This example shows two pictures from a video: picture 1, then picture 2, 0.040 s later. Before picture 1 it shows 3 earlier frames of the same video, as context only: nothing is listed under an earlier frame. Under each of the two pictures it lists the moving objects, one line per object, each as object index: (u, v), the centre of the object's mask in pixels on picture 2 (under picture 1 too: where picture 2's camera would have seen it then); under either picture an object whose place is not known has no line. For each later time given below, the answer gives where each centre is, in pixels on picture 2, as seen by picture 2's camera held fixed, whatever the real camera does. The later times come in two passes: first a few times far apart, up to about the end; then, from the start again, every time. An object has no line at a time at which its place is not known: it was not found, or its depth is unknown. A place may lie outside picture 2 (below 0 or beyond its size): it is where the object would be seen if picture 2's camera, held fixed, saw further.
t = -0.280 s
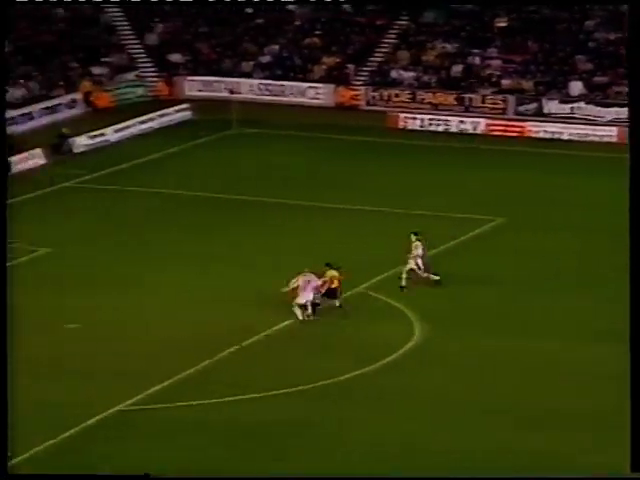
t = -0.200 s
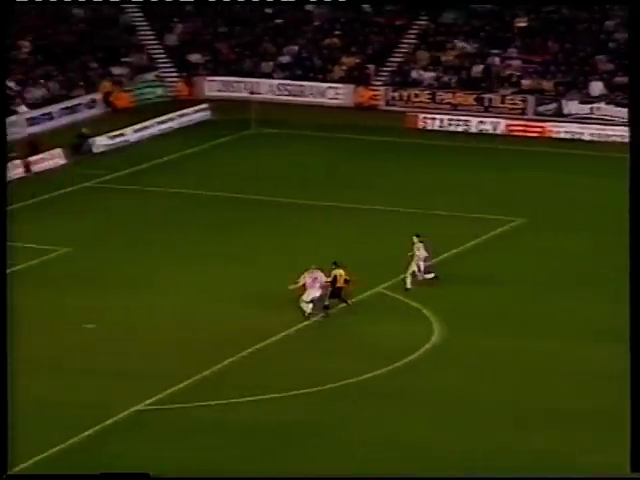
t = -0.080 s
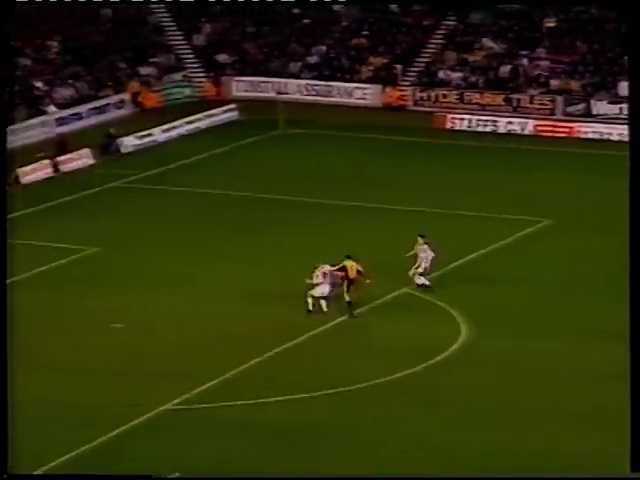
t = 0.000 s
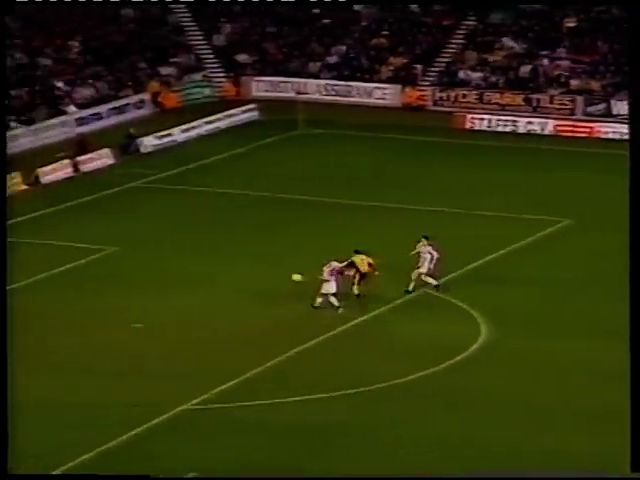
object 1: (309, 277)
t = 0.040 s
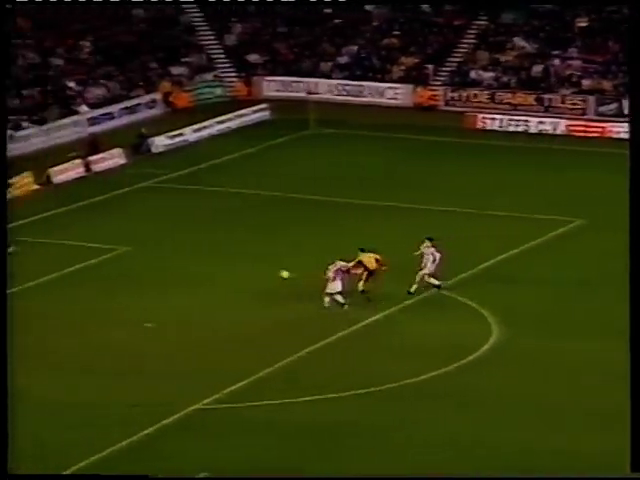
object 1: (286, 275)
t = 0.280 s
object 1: (146, 269)
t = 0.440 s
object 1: (57, 278)
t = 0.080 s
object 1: (263, 272)
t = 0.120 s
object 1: (239, 270)
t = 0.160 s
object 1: (216, 268)
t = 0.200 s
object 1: (192, 268)
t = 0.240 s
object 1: (169, 268)
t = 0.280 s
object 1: (146, 269)
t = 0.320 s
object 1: (124, 270)
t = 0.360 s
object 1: (102, 273)
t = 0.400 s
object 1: (79, 276)
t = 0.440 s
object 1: (57, 278)
